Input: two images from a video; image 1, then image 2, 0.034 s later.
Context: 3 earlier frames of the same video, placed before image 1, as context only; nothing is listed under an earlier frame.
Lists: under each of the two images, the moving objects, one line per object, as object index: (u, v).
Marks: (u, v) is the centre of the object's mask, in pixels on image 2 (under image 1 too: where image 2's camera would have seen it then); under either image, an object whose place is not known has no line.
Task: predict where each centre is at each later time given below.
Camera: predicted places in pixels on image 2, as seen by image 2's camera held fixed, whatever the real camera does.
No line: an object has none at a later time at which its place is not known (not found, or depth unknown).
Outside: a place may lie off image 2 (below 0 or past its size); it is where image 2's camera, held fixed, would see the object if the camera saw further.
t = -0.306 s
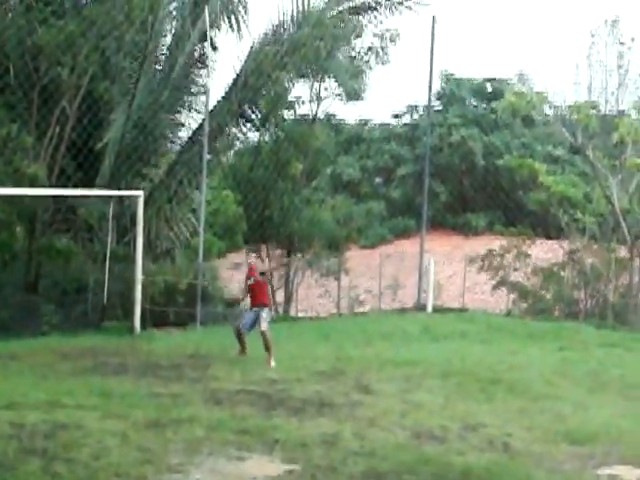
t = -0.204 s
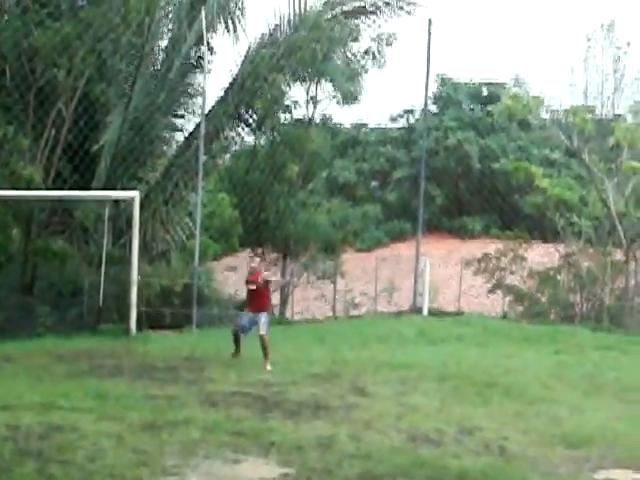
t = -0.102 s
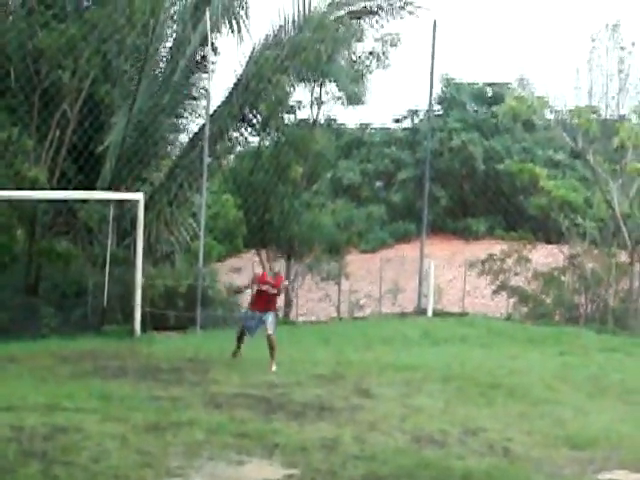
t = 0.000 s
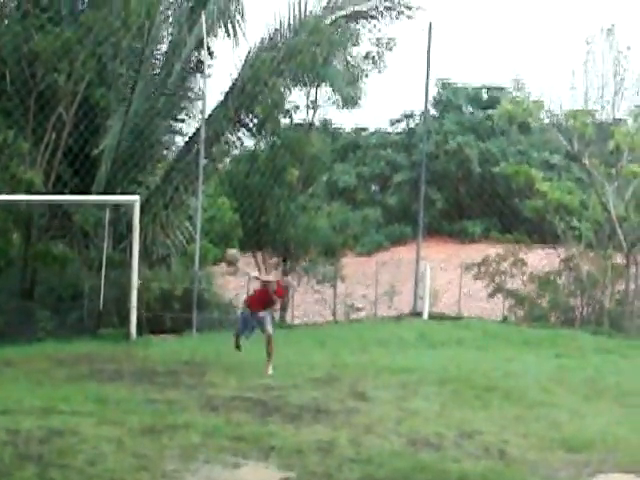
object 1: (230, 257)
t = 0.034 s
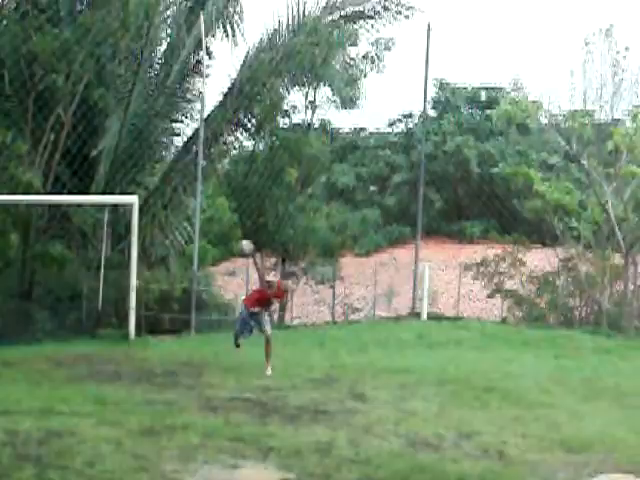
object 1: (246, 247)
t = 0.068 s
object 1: (259, 238)
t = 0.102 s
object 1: (275, 229)
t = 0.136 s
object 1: (291, 222)
